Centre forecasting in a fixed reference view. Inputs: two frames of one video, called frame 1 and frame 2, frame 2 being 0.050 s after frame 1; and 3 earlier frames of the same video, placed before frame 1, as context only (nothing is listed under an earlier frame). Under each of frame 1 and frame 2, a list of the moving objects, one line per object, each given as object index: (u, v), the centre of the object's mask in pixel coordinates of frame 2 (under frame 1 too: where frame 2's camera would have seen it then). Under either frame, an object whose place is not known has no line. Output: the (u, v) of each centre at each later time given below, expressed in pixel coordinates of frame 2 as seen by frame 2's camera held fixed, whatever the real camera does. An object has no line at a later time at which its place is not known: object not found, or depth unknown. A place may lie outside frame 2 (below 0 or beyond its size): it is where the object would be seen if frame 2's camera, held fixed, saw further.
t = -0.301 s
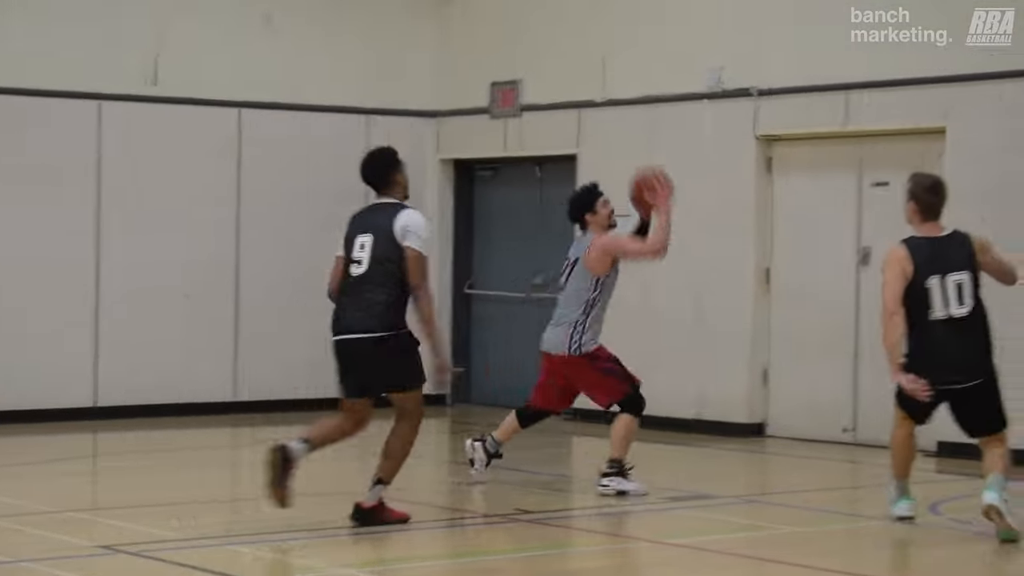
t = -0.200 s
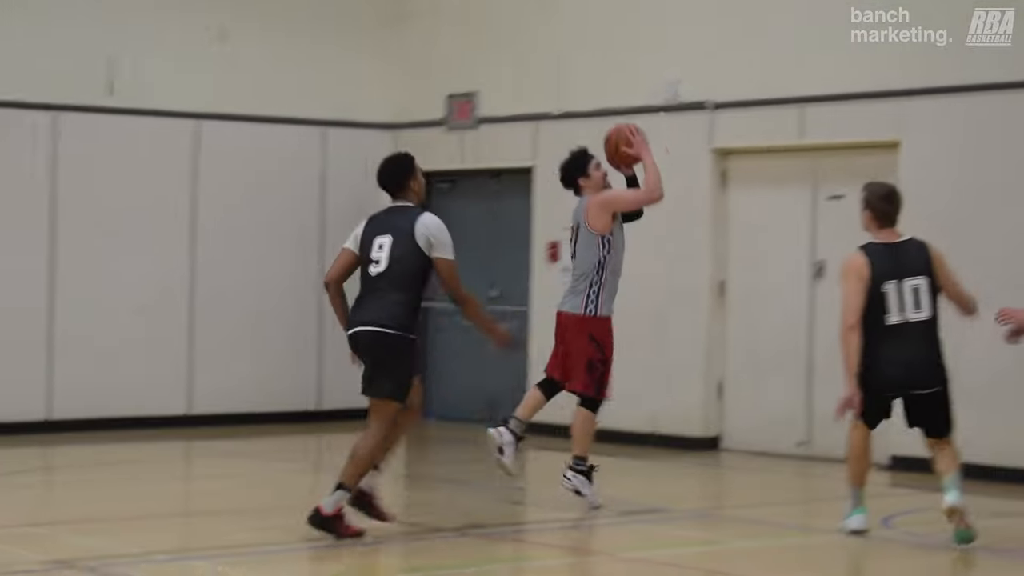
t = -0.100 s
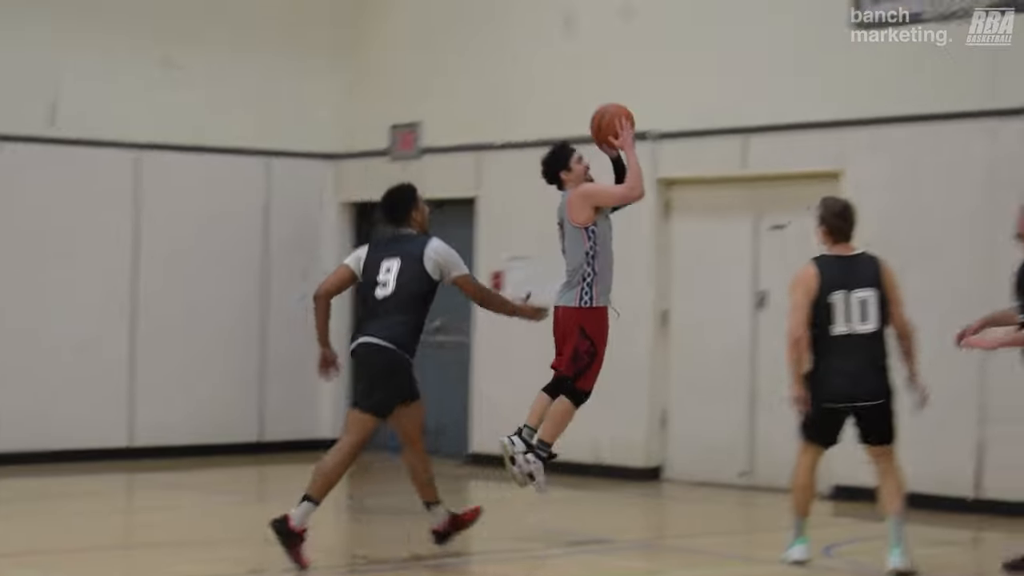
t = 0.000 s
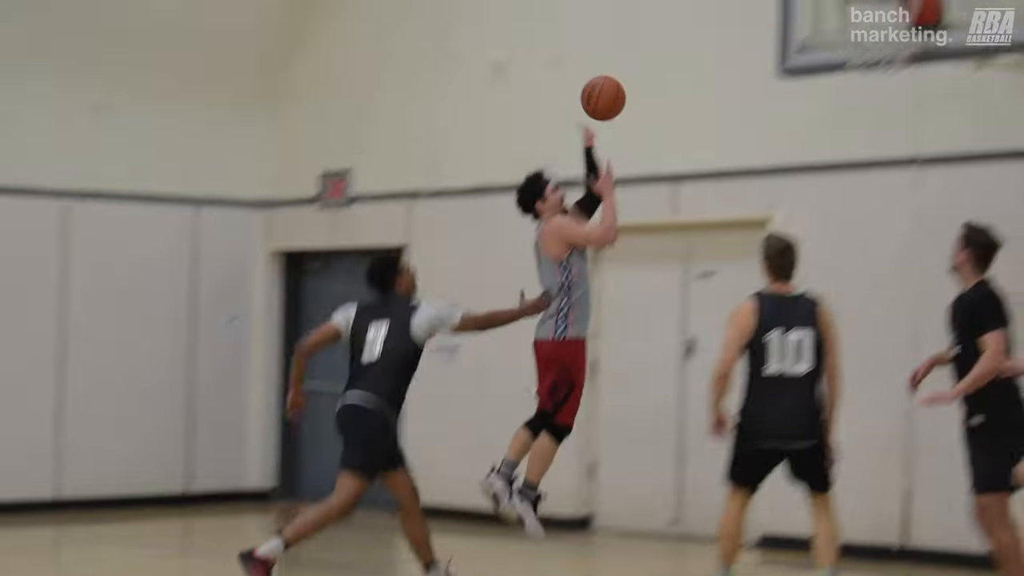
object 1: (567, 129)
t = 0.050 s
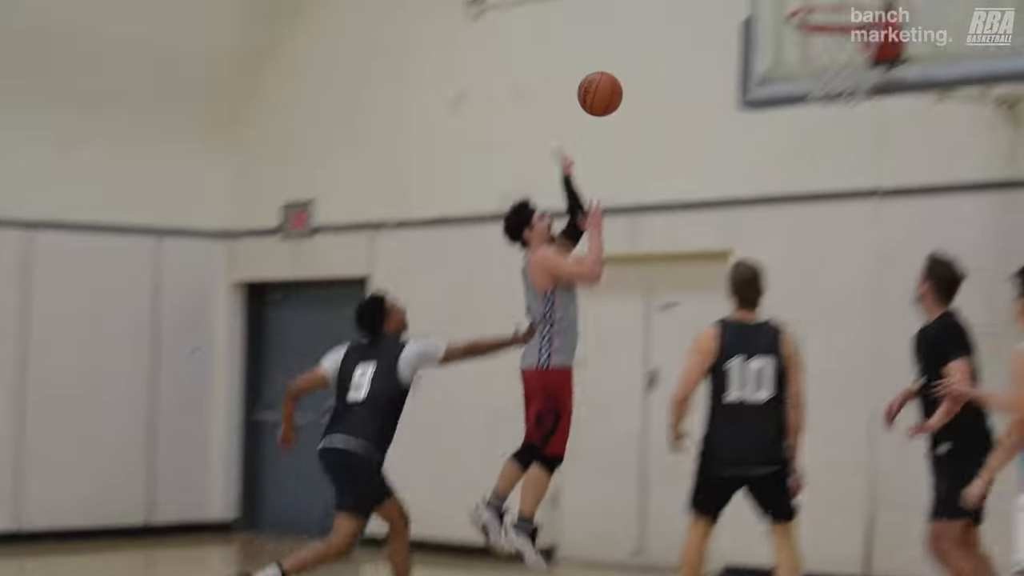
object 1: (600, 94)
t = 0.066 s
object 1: (611, 83)
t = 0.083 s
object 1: (622, 72)
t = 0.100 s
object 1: (633, 62)
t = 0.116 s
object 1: (644, 53)
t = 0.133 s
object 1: (656, 44)
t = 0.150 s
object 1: (667, 35)
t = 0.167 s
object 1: (679, 27)
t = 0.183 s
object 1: (690, 19)
